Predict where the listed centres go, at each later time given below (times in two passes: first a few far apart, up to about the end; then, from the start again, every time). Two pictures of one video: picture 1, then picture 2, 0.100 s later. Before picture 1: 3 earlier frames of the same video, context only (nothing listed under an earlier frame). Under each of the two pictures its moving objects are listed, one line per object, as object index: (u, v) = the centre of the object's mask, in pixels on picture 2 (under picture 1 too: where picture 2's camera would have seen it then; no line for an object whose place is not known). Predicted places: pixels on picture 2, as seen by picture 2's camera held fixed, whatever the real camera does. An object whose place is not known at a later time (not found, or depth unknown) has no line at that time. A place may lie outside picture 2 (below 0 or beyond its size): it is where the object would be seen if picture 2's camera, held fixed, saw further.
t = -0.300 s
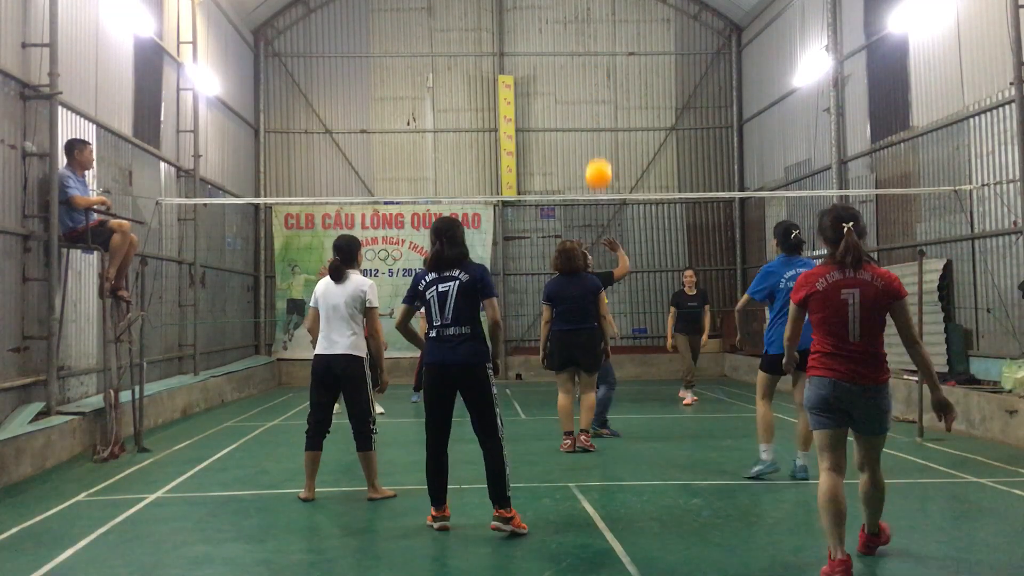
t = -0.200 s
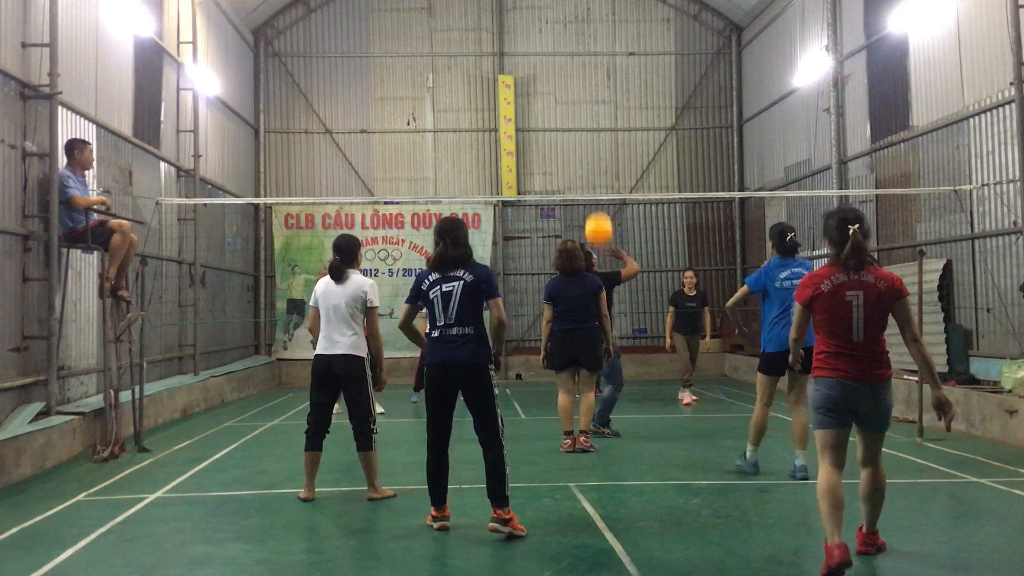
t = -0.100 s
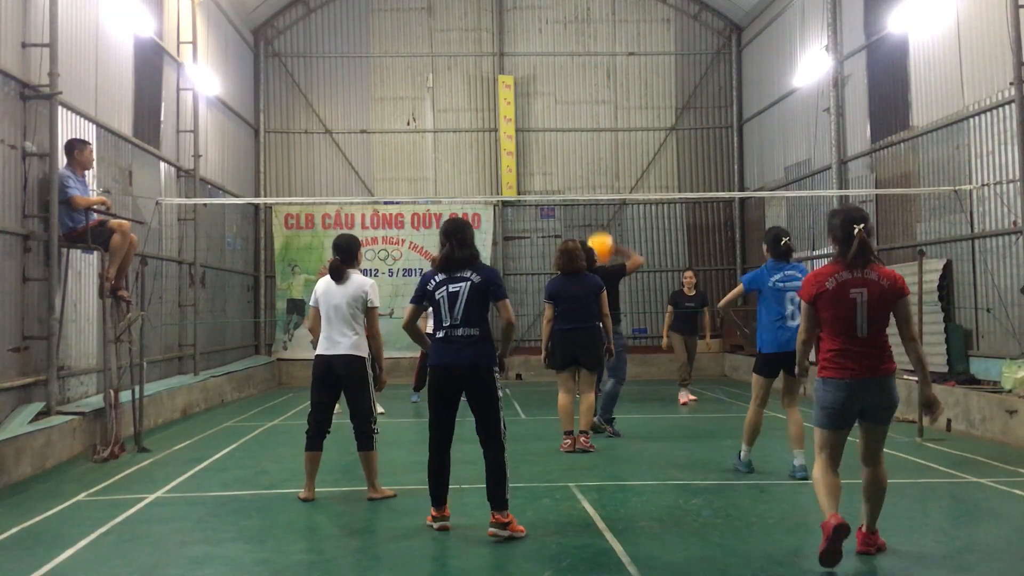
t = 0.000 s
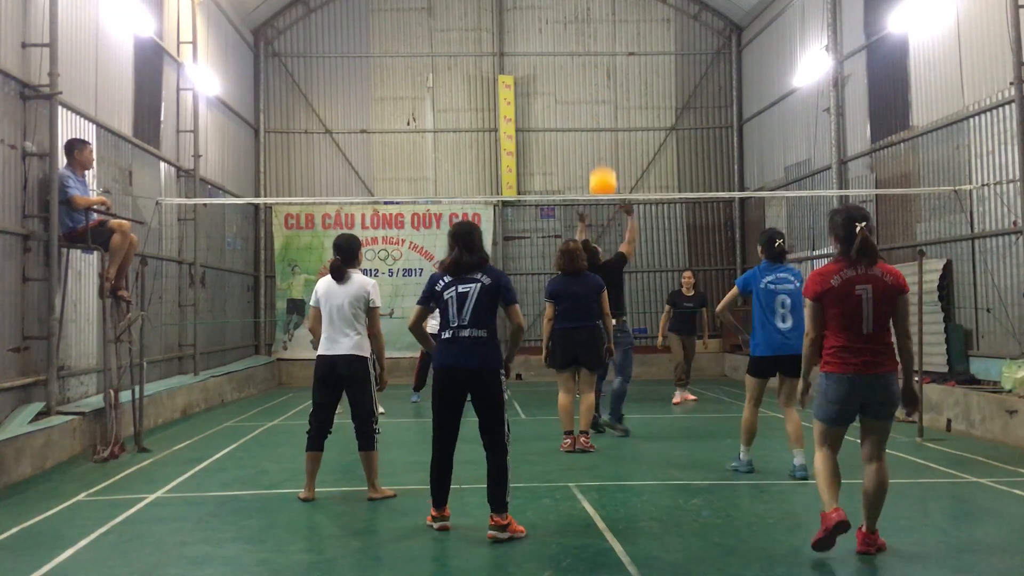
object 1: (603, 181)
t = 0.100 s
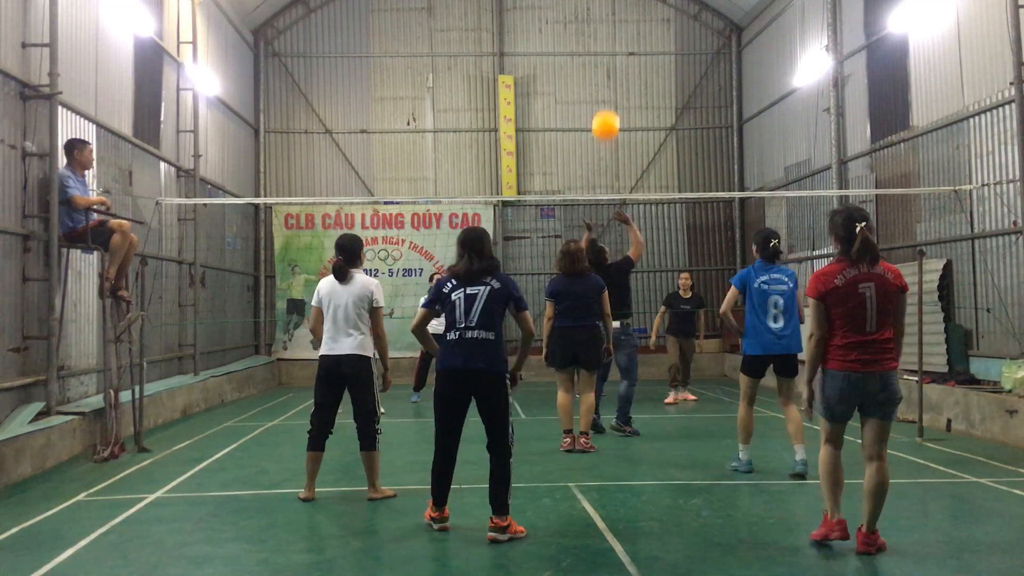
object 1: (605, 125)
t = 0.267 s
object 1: (610, 55)
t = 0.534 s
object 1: (619, 9)
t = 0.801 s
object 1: (629, 28)
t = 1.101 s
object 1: (639, 132)
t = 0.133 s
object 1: (606, 108)
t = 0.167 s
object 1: (607, 92)
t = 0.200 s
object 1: (609, 79)
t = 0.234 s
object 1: (610, 66)
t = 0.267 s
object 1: (610, 55)
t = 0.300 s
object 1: (611, 44)
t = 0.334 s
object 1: (613, 35)
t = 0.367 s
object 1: (614, 27)
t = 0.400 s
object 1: (615, 21)
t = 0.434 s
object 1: (616, 15)
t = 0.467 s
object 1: (617, 12)
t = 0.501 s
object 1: (618, 10)
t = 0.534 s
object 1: (619, 9)
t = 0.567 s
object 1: (620, 8)
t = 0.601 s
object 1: (622, 8)
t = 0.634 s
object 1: (623, 9)
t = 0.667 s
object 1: (624, 10)
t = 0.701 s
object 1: (625, 12)
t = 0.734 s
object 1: (626, 16)
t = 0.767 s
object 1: (627, 22)
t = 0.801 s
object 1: (629, 28)
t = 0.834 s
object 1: (630, 37)
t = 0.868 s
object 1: (631, 45)
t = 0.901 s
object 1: (632, 54)
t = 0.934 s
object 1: (633, 65)
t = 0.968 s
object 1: (634, 76)
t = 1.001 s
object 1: (636, 89)
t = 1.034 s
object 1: (637, 103)
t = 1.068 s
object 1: (638, 117)
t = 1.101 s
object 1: (639, 132)
